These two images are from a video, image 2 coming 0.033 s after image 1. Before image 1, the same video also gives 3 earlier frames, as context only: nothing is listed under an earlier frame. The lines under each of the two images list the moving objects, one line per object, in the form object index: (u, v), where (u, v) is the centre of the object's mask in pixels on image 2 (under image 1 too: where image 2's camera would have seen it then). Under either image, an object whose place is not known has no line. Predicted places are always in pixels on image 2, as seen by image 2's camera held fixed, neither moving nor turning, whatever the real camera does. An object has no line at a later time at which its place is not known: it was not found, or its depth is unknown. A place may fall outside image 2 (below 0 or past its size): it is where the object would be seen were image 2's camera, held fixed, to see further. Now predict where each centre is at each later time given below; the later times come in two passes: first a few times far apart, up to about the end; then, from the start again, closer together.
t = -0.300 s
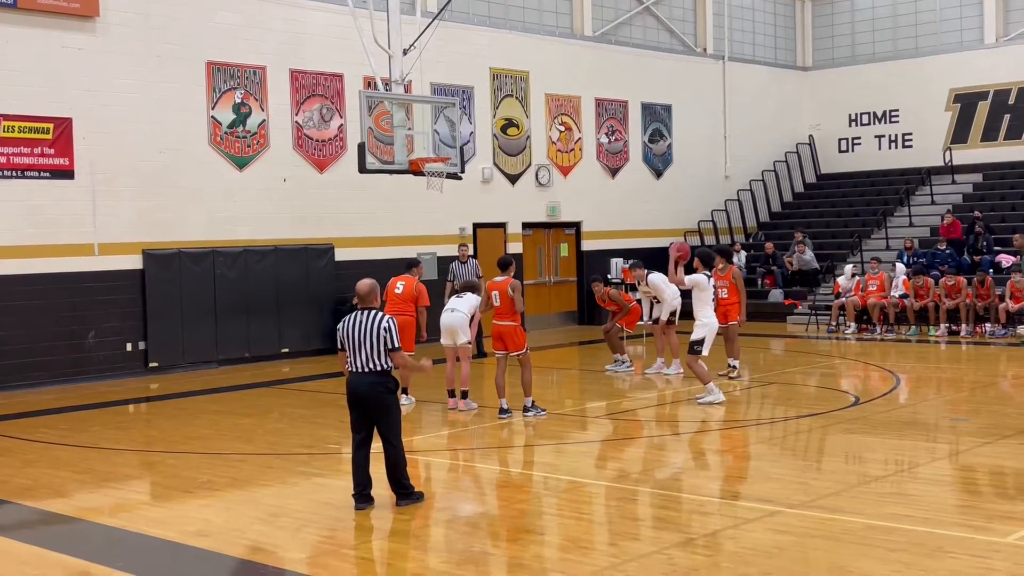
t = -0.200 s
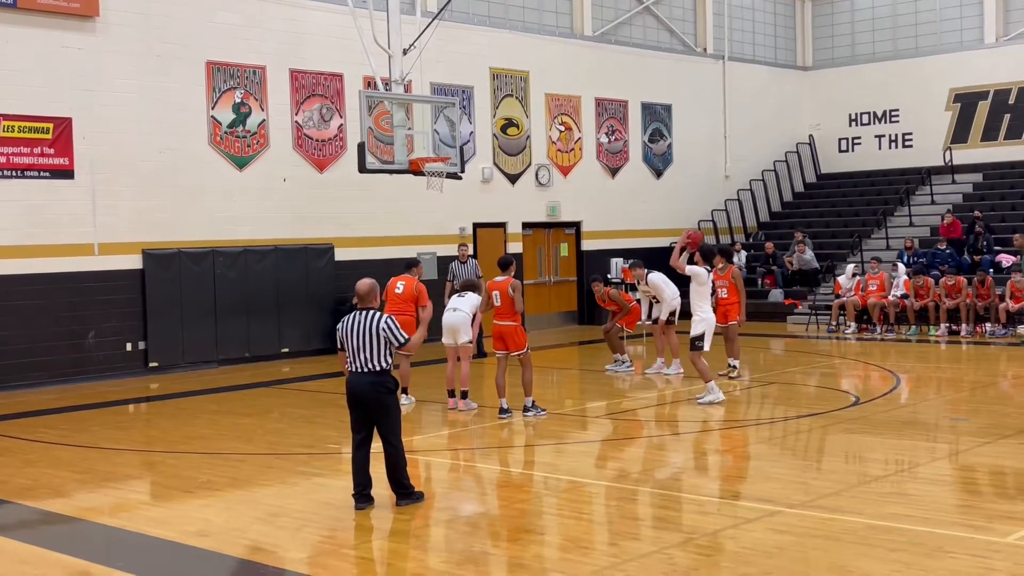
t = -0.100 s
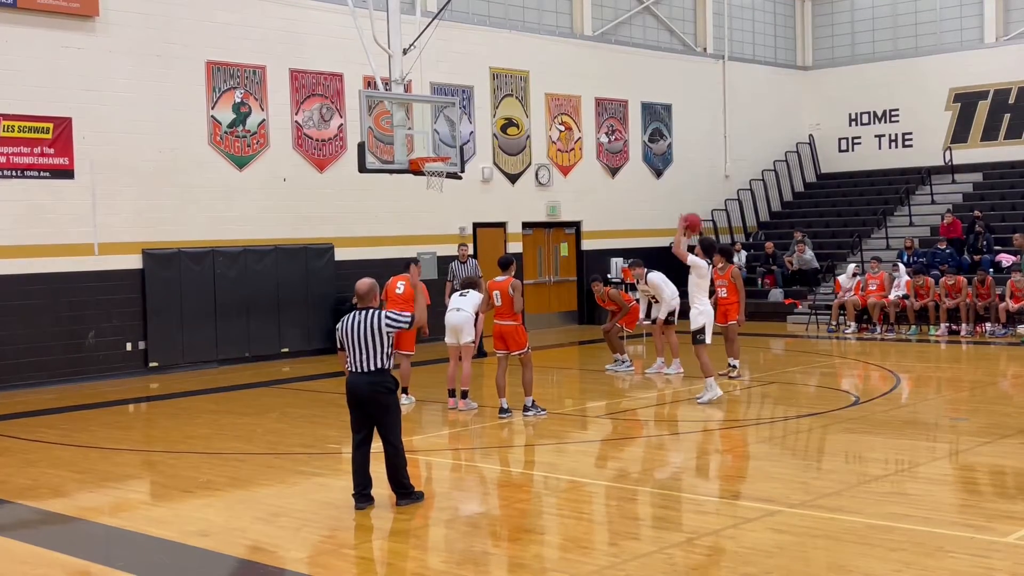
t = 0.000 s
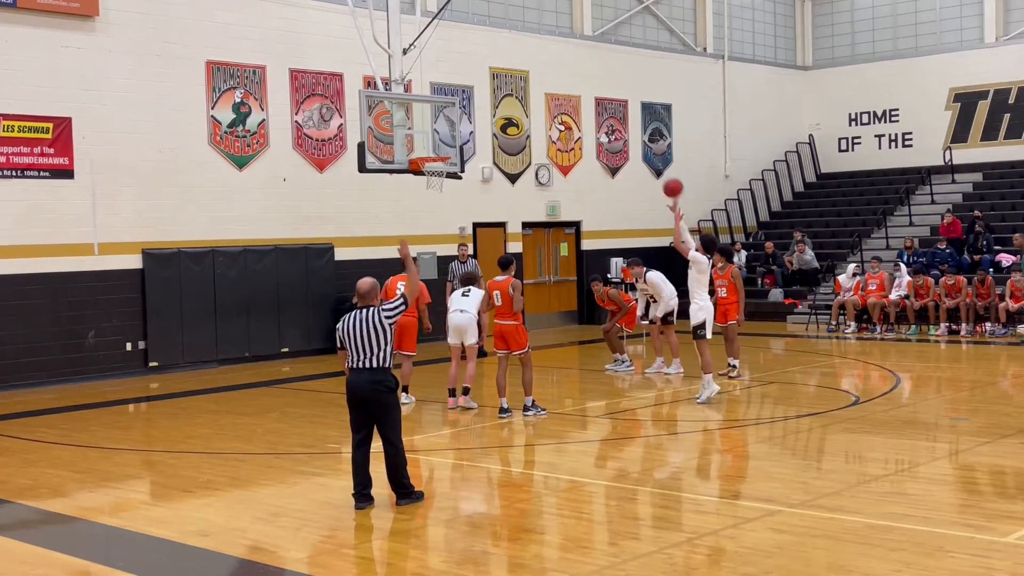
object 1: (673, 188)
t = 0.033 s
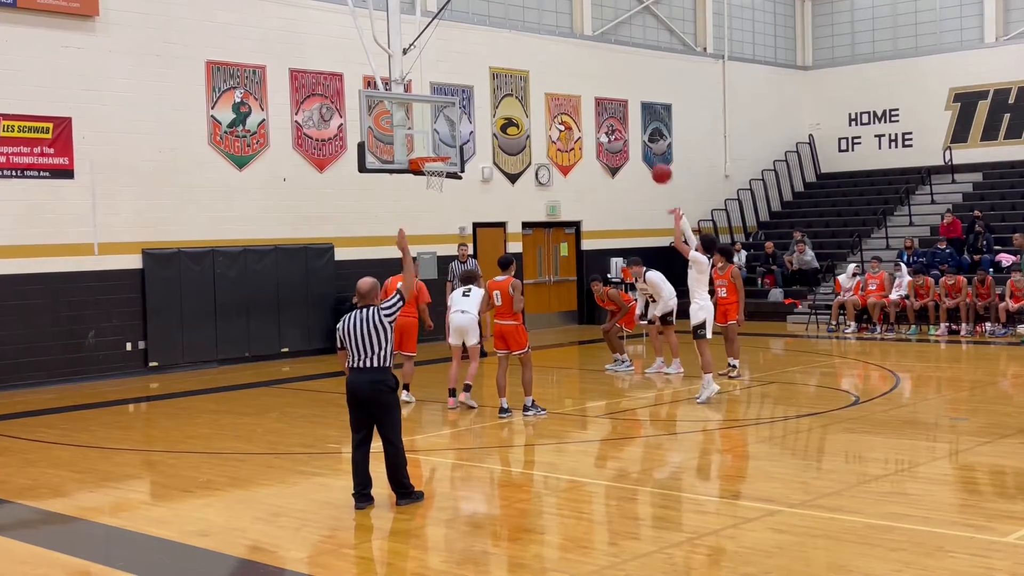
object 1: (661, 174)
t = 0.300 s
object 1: (579, 101)
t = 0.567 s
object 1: (506, 90)
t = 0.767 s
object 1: (458, 115)
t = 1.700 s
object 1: (573, 164)
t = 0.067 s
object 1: (651, 162)
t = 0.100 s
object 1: (640, 149)
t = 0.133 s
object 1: (630, 139)
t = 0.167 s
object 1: (619, 128)
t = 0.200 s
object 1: (608, 121)
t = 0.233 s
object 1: (598, 113)
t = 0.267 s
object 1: (589, 107)
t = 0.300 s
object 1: (579, 101)
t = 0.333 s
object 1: (569, 96)
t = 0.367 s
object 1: (559, 93)
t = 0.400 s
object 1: (550, 91)
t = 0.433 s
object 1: (541, 88)
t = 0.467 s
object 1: (532, 88)
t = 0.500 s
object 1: (523, 87)
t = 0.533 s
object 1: (515, 88)
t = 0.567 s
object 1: (506, 90)
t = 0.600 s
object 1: (497, 92)
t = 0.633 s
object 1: (489, 95)
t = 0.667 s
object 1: (482, 98)
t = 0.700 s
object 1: (473, 104)
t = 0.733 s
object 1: (466, 109)
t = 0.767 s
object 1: (458, 115)
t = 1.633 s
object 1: (558, 146)
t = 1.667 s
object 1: (565, 154)
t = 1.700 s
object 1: (573, 164)
